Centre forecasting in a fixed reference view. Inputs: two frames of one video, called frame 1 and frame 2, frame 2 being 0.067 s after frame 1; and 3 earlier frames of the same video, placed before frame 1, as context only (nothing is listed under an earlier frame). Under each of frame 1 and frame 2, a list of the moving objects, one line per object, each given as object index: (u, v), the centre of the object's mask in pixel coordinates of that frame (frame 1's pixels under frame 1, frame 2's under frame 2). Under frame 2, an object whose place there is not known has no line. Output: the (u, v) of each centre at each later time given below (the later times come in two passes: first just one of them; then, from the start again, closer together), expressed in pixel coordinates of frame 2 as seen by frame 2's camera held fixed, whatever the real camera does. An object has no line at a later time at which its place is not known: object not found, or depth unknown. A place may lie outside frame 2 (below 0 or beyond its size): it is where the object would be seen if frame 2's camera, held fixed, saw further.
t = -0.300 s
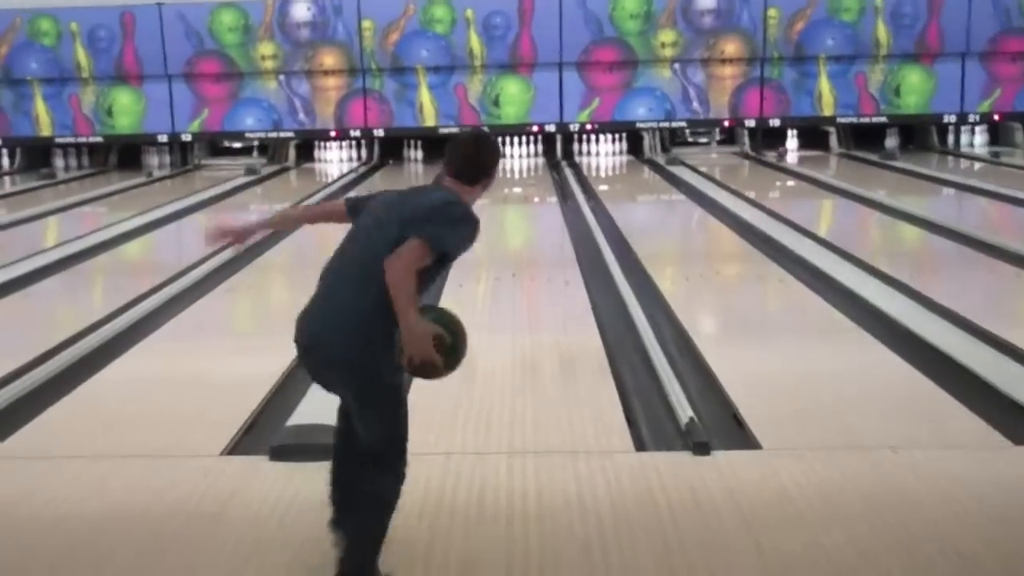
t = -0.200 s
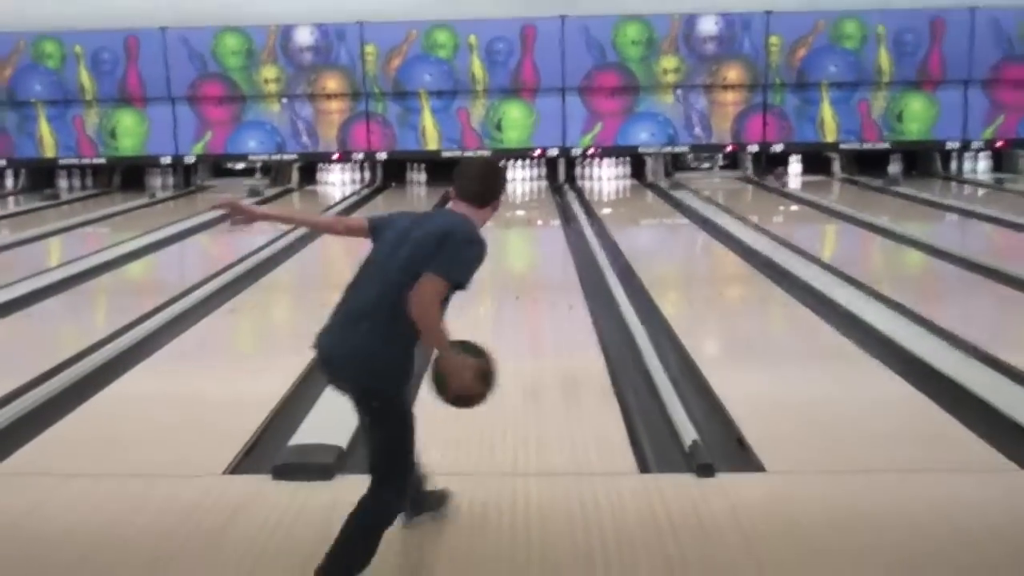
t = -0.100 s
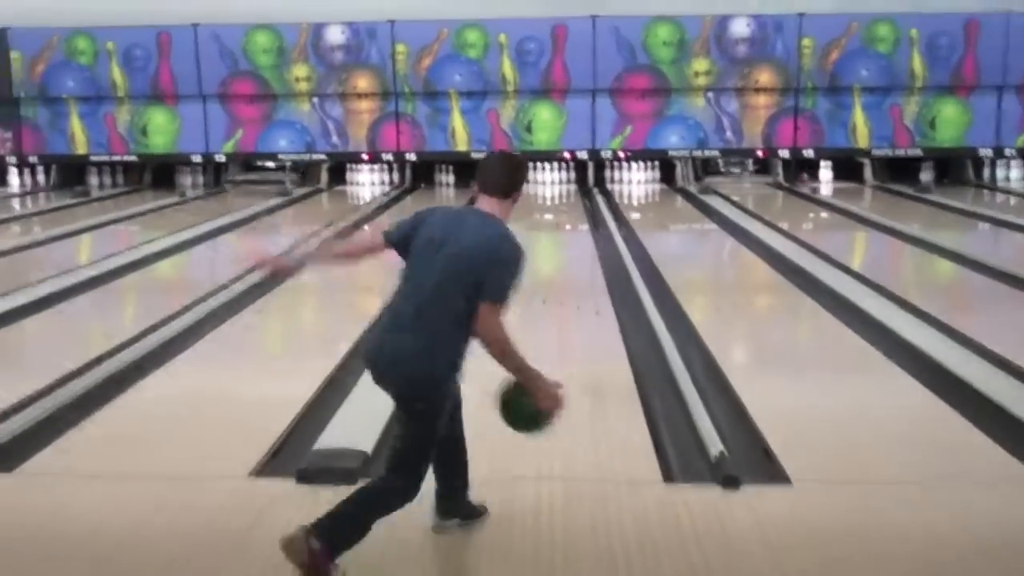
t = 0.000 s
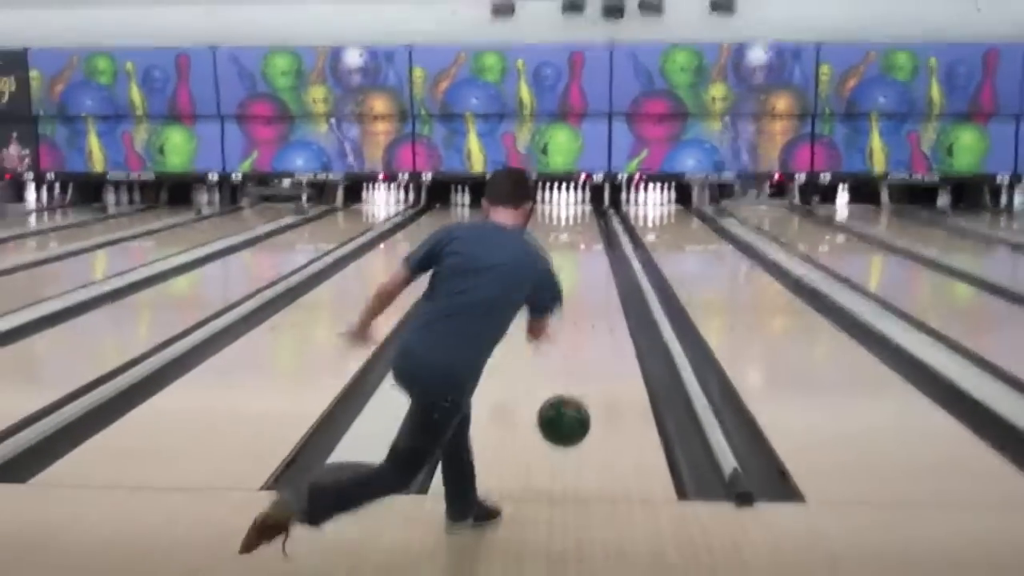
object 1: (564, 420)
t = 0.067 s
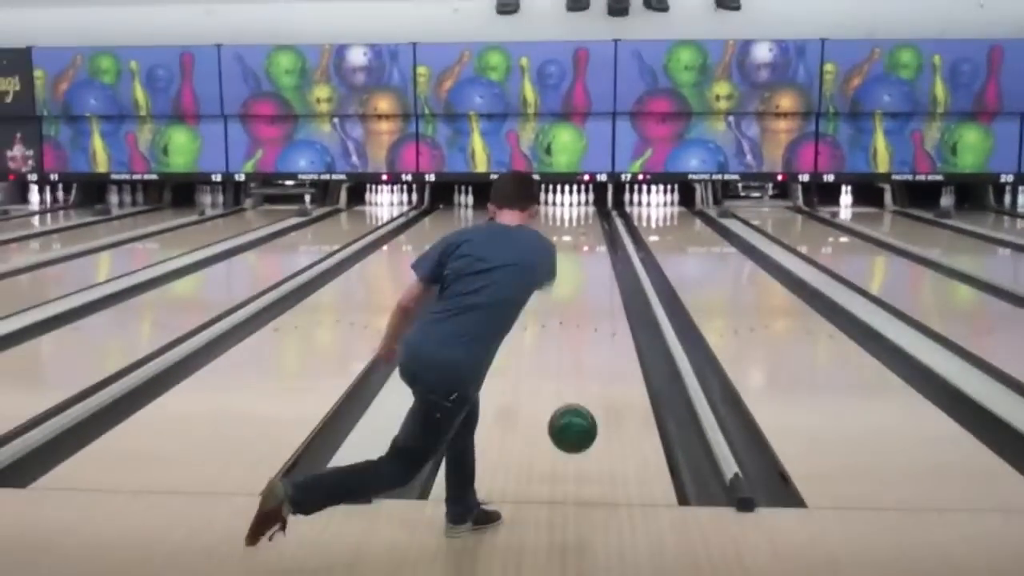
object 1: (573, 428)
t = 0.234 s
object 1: (588, 410)
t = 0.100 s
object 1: (576, 435)
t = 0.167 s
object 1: (582, 430)
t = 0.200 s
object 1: (585, 418)
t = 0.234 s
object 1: (588, 410)
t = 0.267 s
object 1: (590, 402)
